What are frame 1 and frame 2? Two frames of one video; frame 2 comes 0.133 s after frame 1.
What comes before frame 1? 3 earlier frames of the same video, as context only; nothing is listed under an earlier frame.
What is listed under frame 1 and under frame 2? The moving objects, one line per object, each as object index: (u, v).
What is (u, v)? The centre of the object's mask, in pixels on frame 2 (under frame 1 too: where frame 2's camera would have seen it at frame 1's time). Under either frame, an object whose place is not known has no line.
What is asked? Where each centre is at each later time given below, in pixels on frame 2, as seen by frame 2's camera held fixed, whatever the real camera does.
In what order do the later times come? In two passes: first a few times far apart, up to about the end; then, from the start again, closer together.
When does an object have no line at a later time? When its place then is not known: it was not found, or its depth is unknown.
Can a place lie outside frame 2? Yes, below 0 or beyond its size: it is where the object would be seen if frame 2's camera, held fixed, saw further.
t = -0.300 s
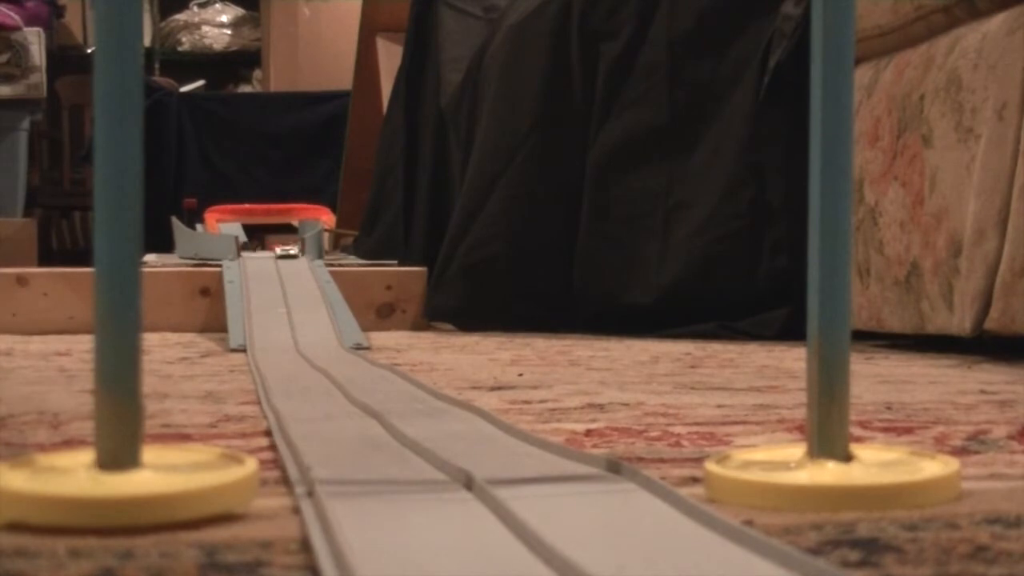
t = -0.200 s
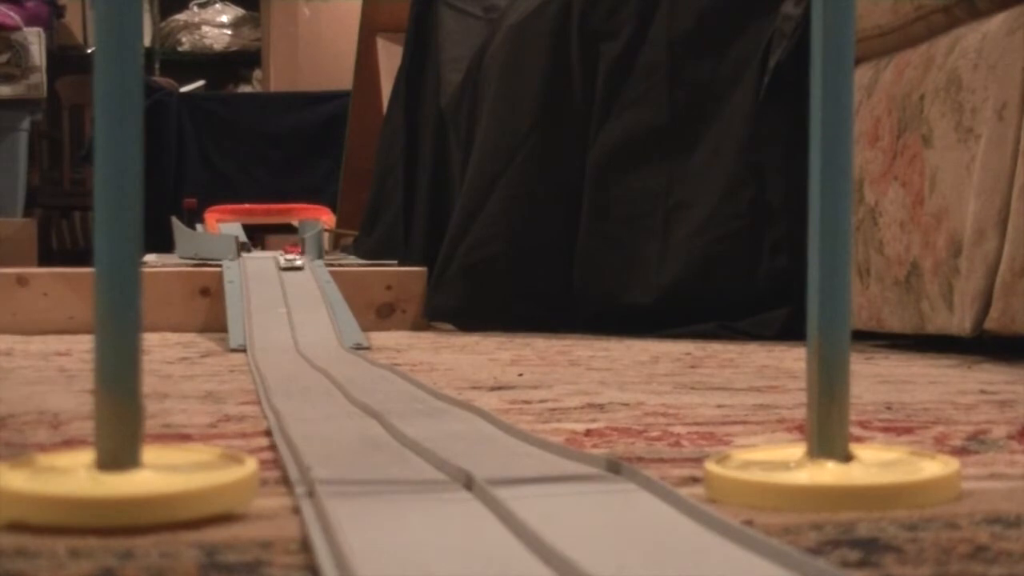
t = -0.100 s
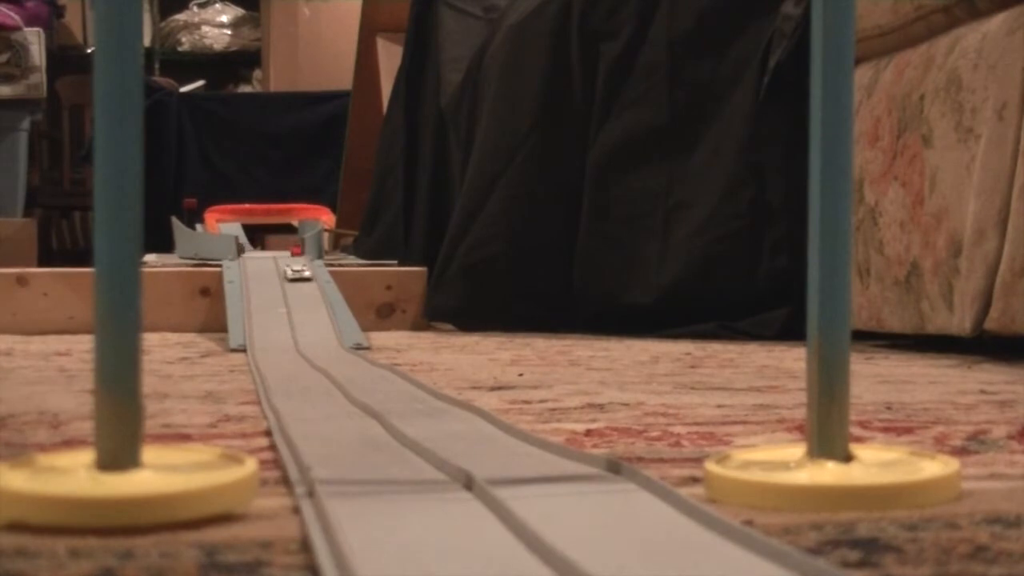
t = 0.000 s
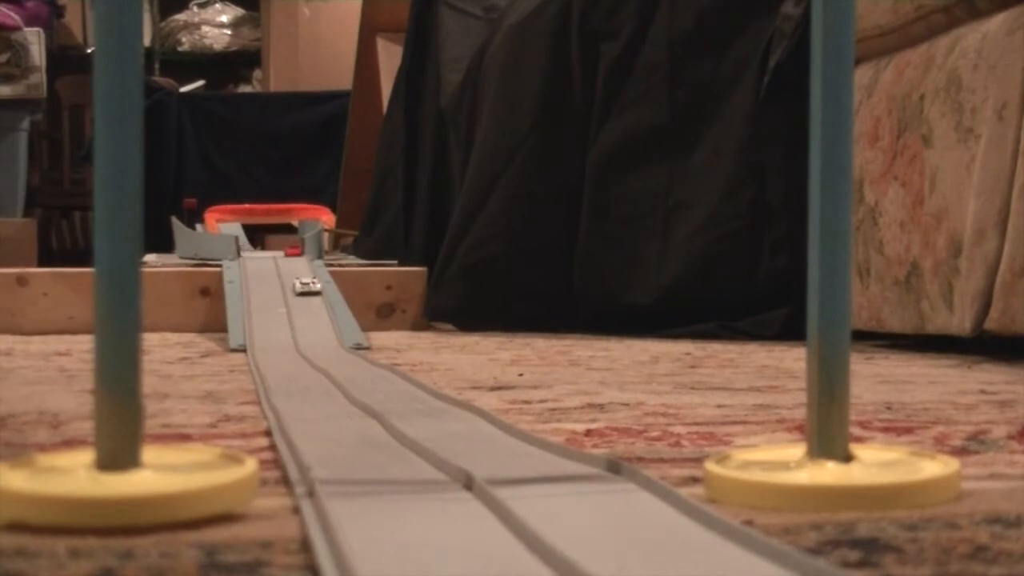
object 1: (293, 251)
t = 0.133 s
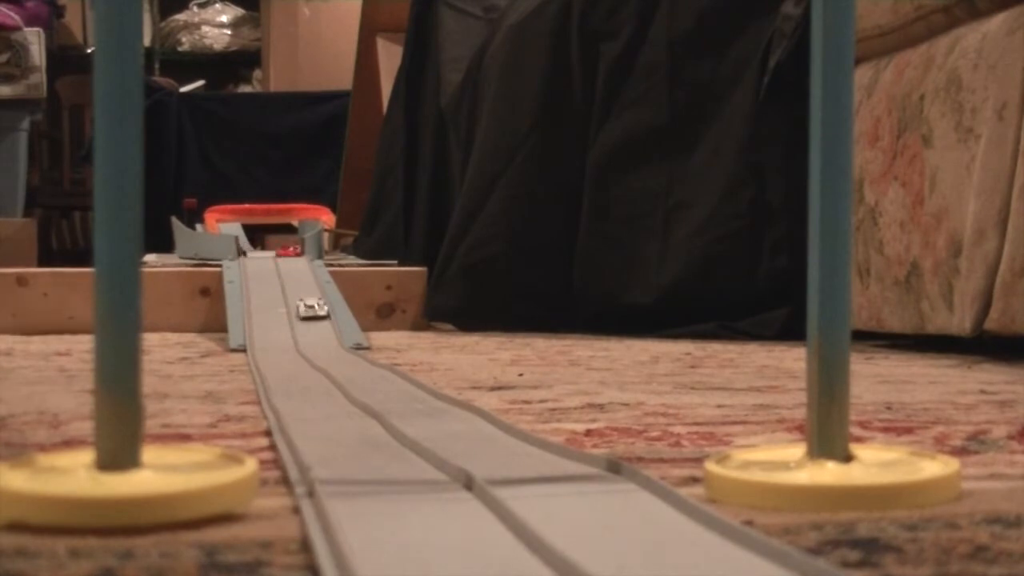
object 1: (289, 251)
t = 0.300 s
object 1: (288, 255)
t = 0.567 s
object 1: (297, 285)
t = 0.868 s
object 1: (314, 338)
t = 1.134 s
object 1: (334, 353)
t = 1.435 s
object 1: (367, 371)
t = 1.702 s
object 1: (406, 393)
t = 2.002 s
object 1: (461, 423)
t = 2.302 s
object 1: (517, 445)
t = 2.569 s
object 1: (541, 459)
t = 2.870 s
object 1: (545, 461)
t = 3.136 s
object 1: (545, 461)
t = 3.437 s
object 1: (546, 461)
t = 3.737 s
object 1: (539, 463)
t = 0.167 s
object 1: (288, 251)
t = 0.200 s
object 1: (286, 251)
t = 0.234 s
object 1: (287, 251)
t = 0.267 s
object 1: (287, 252)
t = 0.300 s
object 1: (288, 255)
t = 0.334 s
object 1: (289, 258)
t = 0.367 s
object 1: (290, 261)
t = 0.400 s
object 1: (291, 265)
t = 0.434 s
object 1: (293, 268)
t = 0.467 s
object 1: (294, 272)
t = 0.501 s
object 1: (295, 276)
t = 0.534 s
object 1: (296, 280)
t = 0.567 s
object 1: (297, 285)
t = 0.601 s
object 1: (299, 290)
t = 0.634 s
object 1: (300, 295)
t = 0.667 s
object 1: (302, 300)
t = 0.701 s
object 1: (304, 306)
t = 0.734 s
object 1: (306, 313)
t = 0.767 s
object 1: (308, 319)
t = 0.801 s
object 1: (310, 326)
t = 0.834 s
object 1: (312, 333)
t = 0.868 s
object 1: (314, 338)
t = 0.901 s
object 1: (316, 341)
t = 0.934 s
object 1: (319, 343)
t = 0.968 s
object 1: (321, 345)
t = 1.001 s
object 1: (324, 346)
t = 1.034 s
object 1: (326, 348)
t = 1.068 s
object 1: (329, 349)
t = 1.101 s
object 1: (332, 351)
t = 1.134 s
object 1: (334, 353)
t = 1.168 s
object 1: (338, 355)
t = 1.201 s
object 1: (342, 357)
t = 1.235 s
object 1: (345, 357)
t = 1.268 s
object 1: (348, 360)
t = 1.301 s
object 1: (351, 361)
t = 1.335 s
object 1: (355, 364)
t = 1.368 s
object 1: (359, 366)
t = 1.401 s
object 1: (362, 368)
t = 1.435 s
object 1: (367, 371)
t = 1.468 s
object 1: (370, 374)
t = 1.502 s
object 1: (375, 378)
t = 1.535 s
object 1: (380, 381)
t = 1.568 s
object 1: (385, 383)
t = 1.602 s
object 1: (390, 386)
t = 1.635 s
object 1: (395, 388)
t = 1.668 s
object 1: (400, 390)
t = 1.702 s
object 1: (406, 393)
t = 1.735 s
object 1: (410, 395)
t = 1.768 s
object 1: (416, 398)
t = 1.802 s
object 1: (421, 401)
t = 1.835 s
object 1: (427, 406)
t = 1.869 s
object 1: (434, 410)
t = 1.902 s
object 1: (440, 414)
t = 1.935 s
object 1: (447, 417)
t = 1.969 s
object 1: (453, 420)
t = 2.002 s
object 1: (461, 423)
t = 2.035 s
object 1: (468, 426)
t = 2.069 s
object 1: (474, 429)
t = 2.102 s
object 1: (481, 431)
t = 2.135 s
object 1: (487, 434)
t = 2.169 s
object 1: (493, 436)
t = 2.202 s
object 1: (500, 439)
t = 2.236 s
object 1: (505, 441)
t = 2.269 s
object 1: (512, 444)
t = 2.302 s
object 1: (517, 445)
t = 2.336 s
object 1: (521, 447)
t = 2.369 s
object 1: (526, 449)
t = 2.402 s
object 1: (529, 451)
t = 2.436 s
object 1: (532, 454)
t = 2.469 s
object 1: (535, 455)
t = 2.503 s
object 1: (538, 456)
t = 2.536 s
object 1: (540, 458)
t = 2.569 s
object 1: (541, 459)
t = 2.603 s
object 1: (543, 460)
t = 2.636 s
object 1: (544, 461)
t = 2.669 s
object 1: (545, 461)
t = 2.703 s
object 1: (545, 461)
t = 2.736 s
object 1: (545, 461)
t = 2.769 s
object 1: (545, 461)
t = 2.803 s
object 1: (545, 461)
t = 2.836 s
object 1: (545, 461)
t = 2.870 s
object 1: (545, 461)
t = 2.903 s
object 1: (545, 461)
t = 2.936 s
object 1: (545, 461)
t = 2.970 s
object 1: (545, 461)
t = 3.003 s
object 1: (545, 461)
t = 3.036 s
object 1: (545, 461)
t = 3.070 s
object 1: (545, 461)
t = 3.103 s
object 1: (545, 461)
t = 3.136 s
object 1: (545, 461)
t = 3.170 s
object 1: (545, 461)
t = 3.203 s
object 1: (545, 461)
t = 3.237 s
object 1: (545, 461)
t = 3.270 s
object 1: (545, 461)
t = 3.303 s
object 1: (545, 461)
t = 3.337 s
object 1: (545, 461)
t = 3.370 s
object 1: (545, 461)
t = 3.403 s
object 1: (546, 461)
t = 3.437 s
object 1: (546, 461)
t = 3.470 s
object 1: (546, 461)
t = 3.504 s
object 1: (546, 461)
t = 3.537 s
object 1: (546, 461)
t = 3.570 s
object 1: (545, 461)
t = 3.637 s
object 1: (546, 461)
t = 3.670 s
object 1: (545, 461)
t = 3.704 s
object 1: (547, 461)
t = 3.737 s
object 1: (539, 463)
